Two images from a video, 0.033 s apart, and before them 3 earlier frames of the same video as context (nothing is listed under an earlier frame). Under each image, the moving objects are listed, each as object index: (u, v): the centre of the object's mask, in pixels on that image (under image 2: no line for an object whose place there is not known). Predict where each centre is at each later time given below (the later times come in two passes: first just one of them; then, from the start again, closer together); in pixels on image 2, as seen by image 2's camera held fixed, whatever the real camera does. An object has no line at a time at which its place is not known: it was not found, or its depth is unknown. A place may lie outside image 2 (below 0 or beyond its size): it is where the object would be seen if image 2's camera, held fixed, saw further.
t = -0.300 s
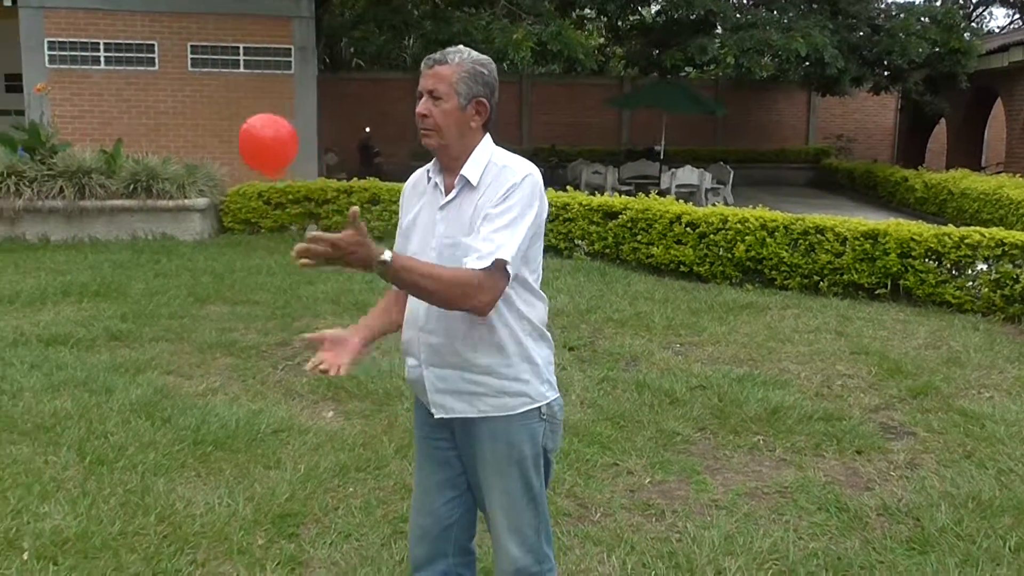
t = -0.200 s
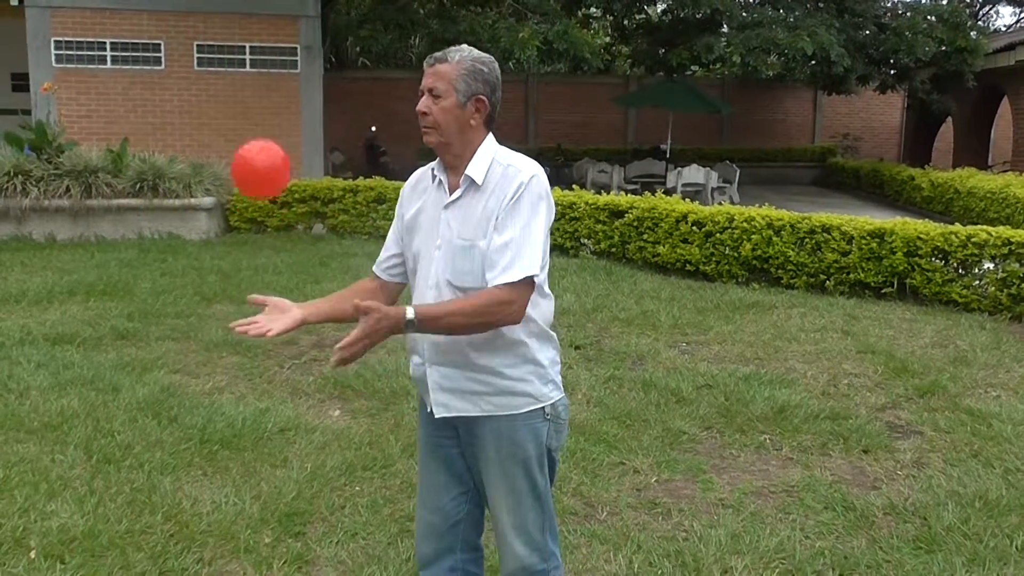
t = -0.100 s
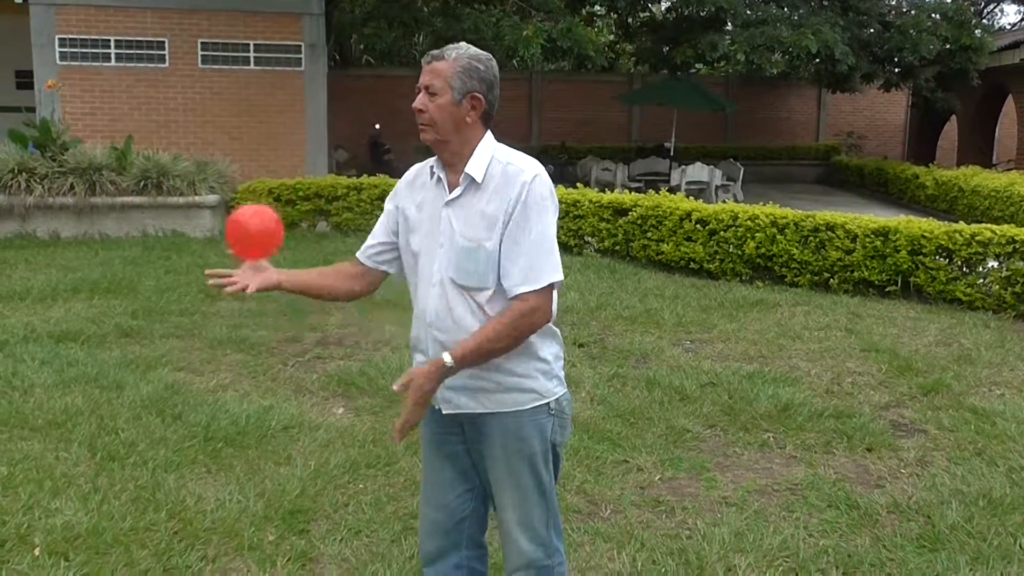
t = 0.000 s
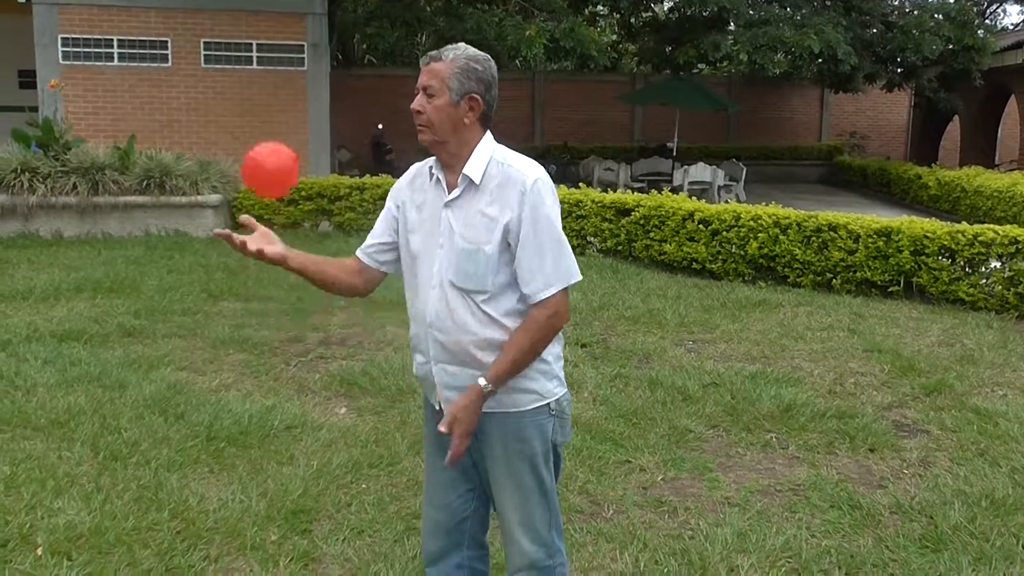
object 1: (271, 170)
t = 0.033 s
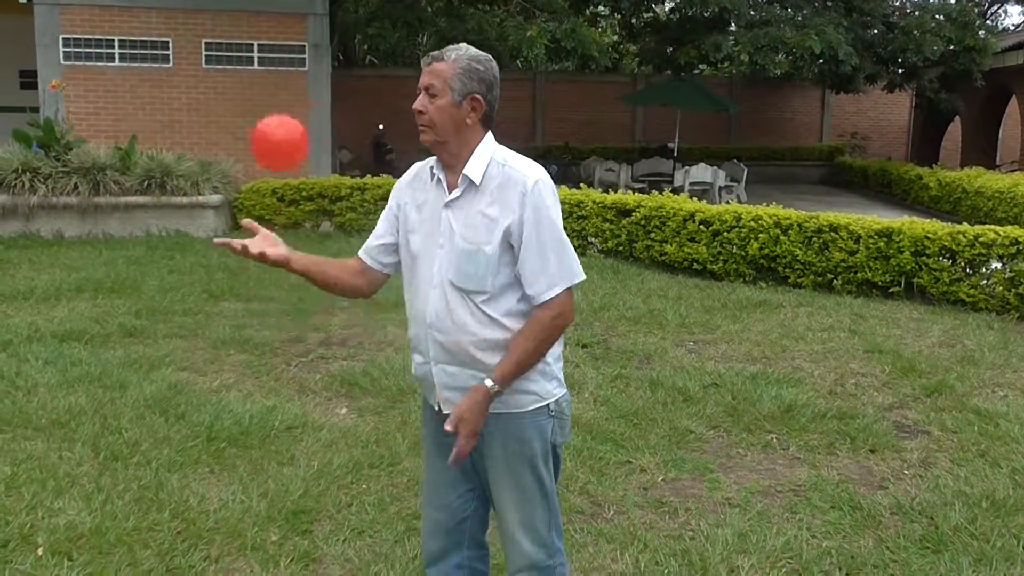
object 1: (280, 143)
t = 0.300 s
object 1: (344, 89)
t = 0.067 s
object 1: (287, 120)
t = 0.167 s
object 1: (311, 79)
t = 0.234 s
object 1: (327, 75)
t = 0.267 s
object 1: (335, 80)
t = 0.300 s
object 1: (344, 89)
